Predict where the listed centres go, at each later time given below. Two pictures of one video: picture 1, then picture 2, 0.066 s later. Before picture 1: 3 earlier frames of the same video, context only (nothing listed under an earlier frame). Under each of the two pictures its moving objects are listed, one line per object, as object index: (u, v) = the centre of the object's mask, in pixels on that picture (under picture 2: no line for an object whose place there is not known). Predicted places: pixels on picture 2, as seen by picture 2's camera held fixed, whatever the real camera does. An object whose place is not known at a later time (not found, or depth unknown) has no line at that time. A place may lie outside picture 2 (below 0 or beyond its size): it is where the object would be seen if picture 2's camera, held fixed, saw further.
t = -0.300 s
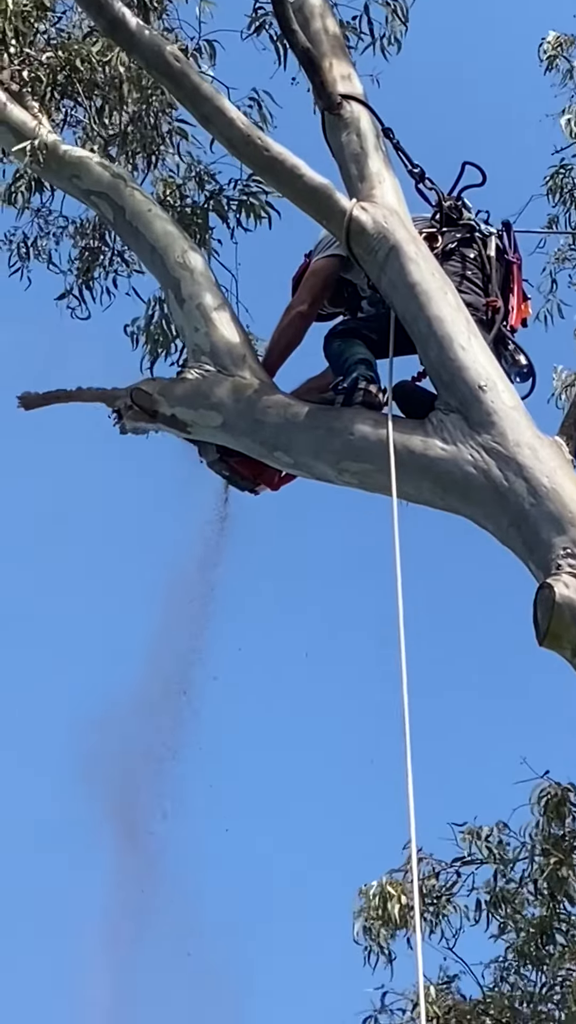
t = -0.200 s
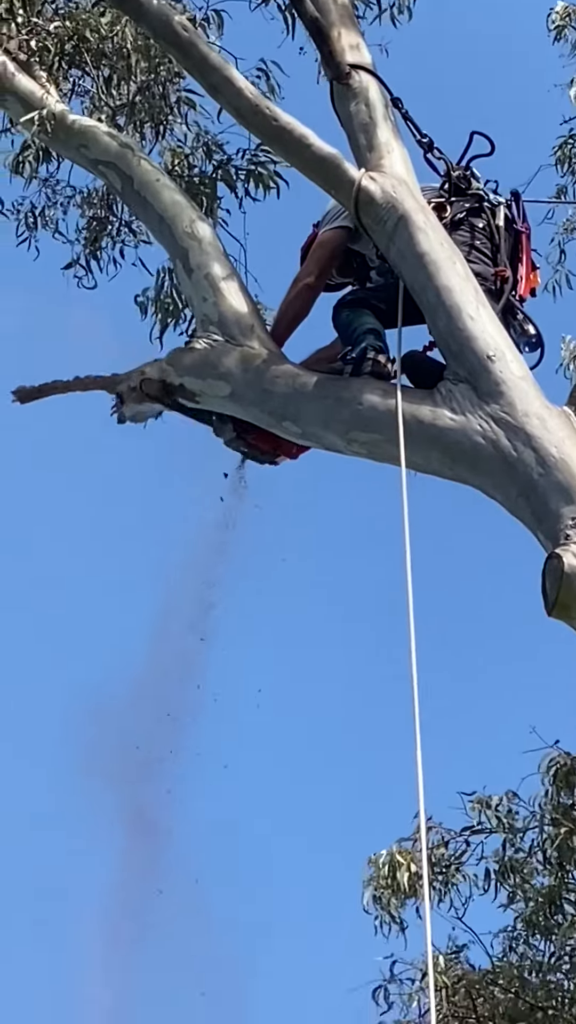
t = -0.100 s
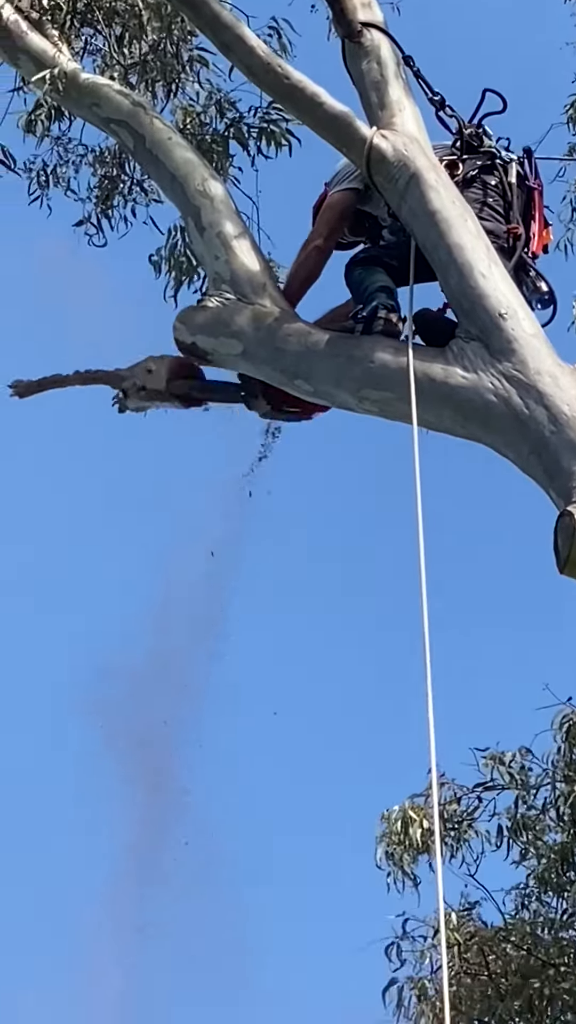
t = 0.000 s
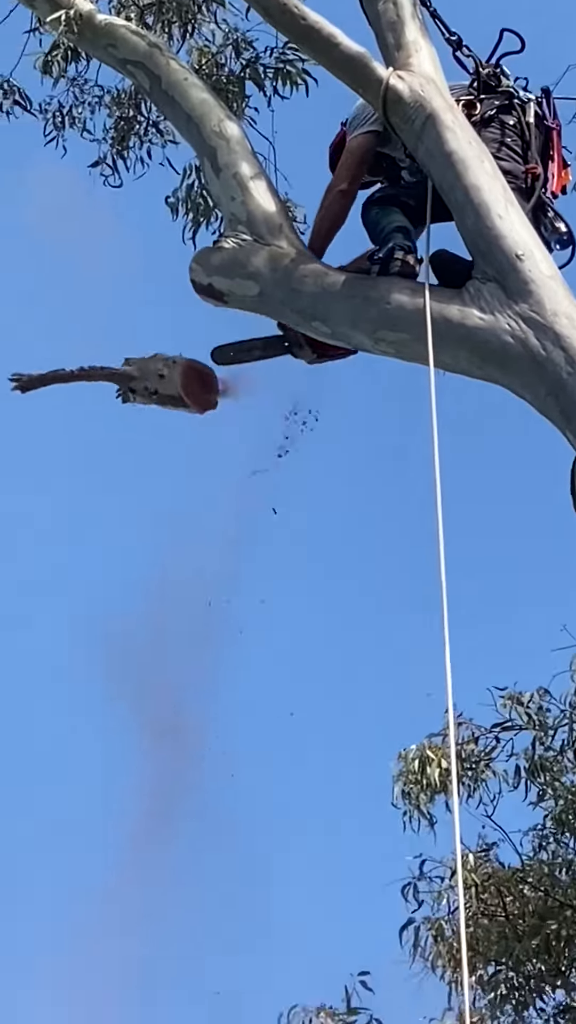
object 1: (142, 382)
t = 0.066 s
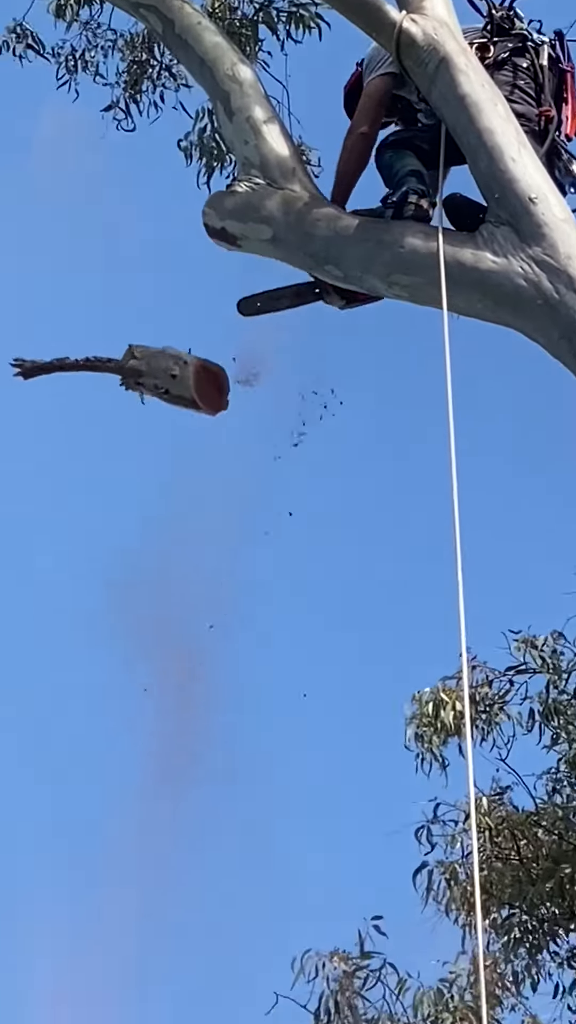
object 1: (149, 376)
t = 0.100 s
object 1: (146, 396)
